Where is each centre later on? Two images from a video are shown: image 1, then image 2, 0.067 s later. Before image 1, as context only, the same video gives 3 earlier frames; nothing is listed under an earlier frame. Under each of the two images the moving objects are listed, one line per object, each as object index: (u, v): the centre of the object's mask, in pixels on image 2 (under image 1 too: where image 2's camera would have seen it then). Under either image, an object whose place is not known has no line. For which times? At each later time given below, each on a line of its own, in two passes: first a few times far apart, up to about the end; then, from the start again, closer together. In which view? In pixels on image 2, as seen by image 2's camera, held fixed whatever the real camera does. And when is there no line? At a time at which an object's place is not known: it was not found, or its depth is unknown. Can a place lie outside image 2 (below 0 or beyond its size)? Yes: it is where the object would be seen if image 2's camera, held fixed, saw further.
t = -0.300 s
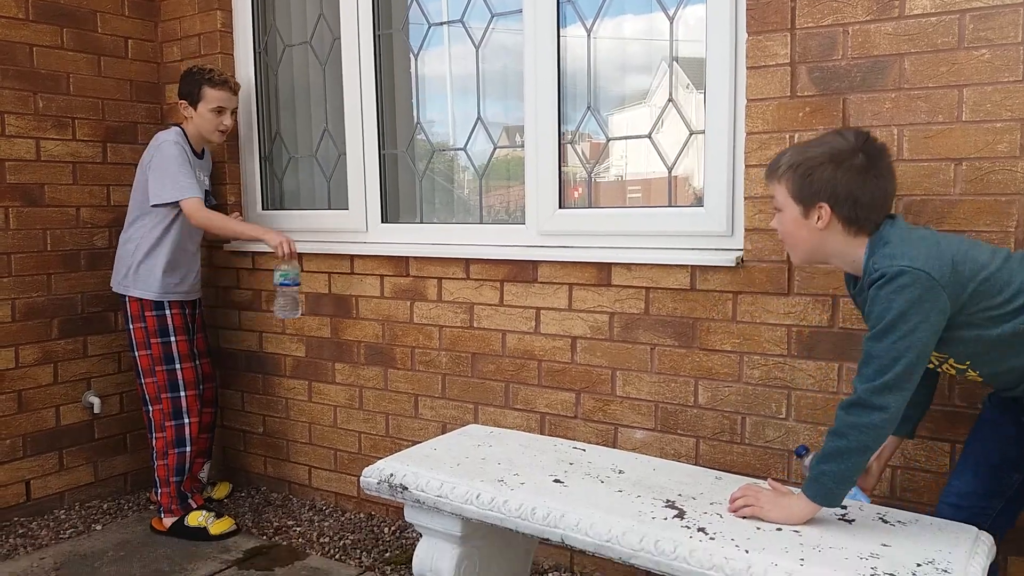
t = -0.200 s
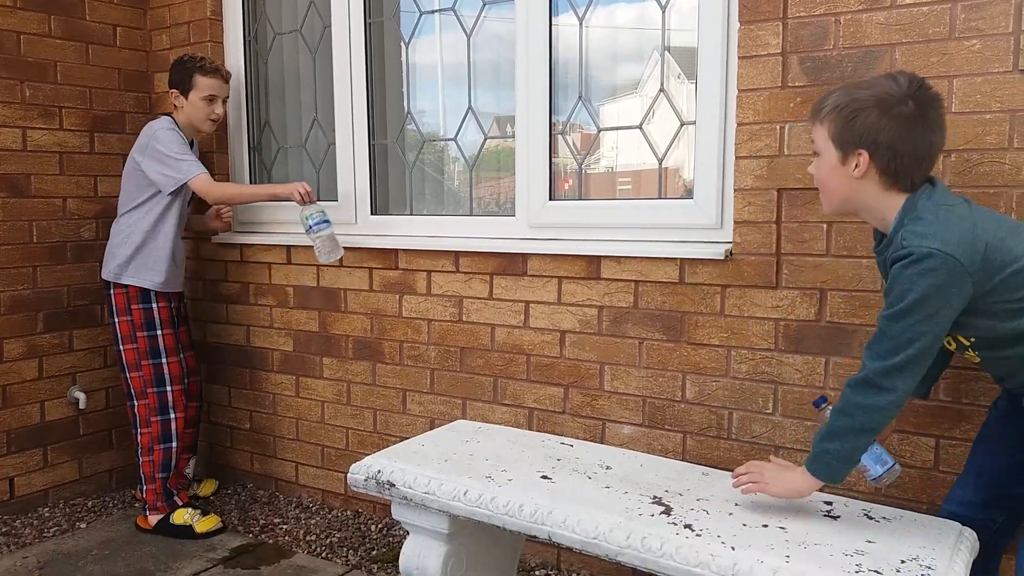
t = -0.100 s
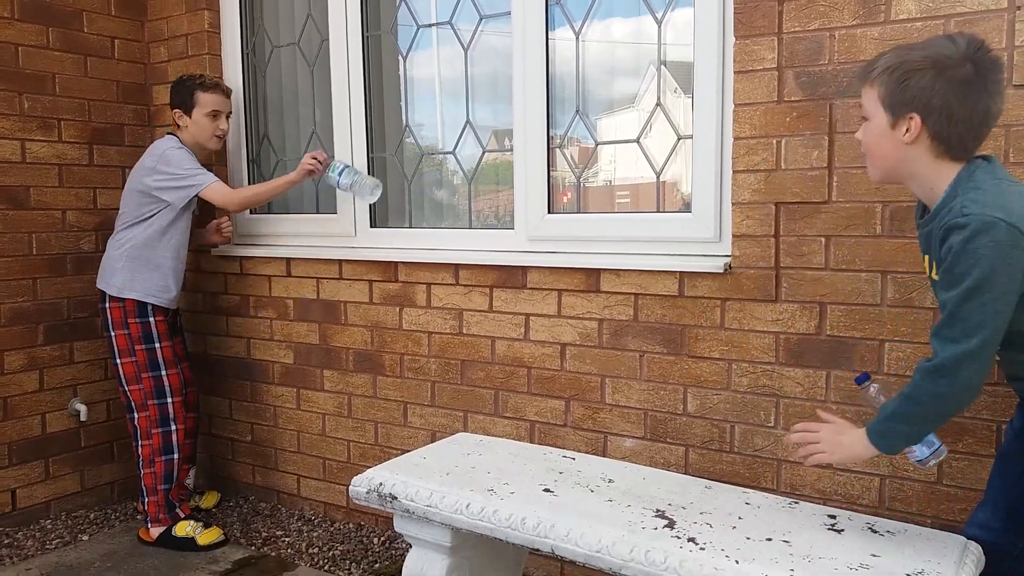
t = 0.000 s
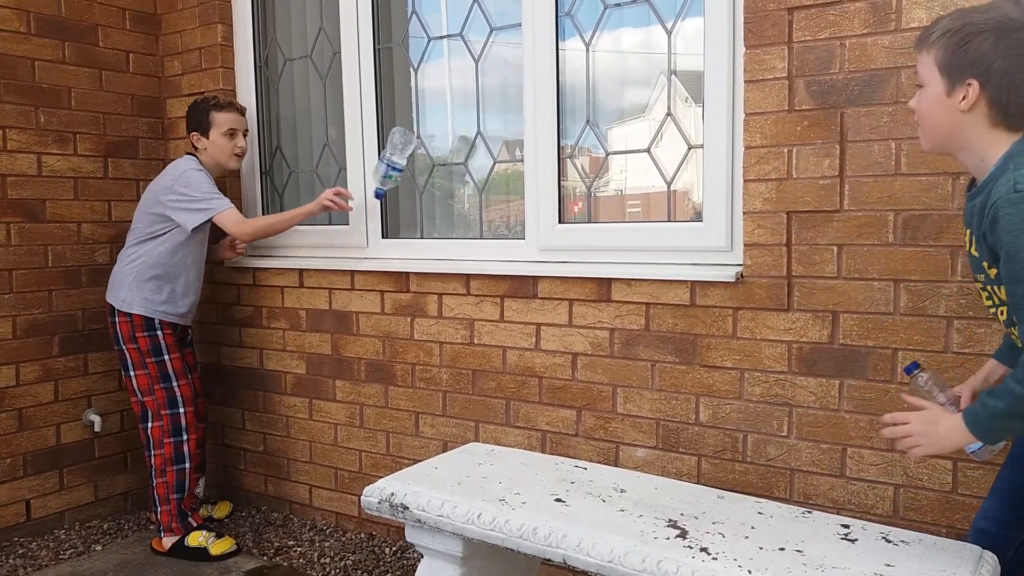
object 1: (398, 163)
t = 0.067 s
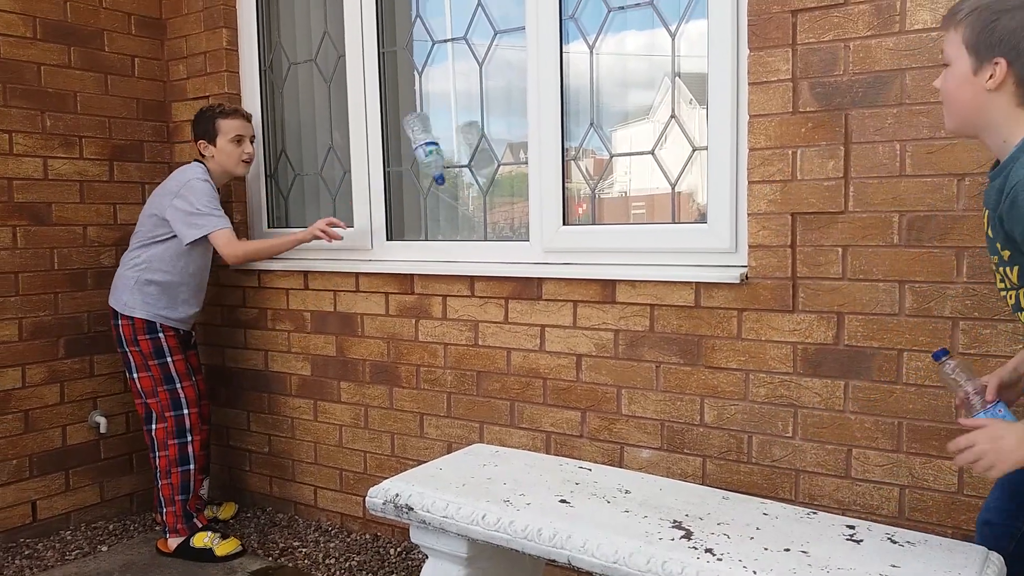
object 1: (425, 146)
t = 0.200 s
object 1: (467, 142)
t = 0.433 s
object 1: (507, 239)
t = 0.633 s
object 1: (499, 350)
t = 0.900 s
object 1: (503, 421)
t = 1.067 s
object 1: (505, 437)
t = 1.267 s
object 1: (507, 463)
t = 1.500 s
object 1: (508, 464)
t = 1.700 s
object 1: (514, 465)
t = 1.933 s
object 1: (530, 465)
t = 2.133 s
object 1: (542, 464)
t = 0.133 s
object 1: (449, 135)
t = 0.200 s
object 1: (467, 142)
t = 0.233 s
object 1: (476, 152)
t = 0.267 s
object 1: (485, 167)
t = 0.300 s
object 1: (489, 187)
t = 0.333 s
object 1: (494, 208)
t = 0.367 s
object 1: (498, 225)
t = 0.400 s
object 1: (503, 234)
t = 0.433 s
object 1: (507, 239)
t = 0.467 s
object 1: (507, 249)
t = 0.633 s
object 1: (499, 350)
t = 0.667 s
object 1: (498, 385)
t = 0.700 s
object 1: (499, 412)
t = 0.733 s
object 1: (502, 411)
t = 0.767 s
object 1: (503, 412)
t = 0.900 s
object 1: (503, 421)
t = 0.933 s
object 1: (503, 422)
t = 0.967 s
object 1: (504, 425)
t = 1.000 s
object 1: (505, 428)
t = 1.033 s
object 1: (505, 432)
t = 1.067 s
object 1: (505, 437)
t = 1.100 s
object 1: (505, 445)
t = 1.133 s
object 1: (505, 458)
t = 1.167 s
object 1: (506, 461)
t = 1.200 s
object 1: (507, 461)
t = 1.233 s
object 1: (507, 463)
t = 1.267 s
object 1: (507, 463)
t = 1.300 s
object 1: (507, 463)
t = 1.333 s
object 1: (507, 464)
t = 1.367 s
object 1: (508, 464)
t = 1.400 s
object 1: (508, 464)
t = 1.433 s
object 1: (507, 464)
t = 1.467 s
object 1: (507, 464)
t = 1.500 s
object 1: (508, 464)
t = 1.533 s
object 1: (509, 464)
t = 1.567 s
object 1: (510, 464)
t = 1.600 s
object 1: (510, 464)
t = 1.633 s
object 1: (511, 464)
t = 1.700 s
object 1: (514, 465)
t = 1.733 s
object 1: (515, 464)
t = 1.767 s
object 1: (517, 464)
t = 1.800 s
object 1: (520, 465)
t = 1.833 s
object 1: (522, 465)
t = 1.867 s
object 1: (524, 465)
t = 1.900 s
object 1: (527, 466)
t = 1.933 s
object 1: (530, 465)
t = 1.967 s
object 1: (532, 465)
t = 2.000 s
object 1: (534, 465)
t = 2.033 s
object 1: (536, 465)
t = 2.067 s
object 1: (538, 465)
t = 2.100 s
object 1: (540, 464)
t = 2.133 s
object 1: (542, 464)
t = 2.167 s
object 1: (544, 464)
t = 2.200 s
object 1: (544, 464)
